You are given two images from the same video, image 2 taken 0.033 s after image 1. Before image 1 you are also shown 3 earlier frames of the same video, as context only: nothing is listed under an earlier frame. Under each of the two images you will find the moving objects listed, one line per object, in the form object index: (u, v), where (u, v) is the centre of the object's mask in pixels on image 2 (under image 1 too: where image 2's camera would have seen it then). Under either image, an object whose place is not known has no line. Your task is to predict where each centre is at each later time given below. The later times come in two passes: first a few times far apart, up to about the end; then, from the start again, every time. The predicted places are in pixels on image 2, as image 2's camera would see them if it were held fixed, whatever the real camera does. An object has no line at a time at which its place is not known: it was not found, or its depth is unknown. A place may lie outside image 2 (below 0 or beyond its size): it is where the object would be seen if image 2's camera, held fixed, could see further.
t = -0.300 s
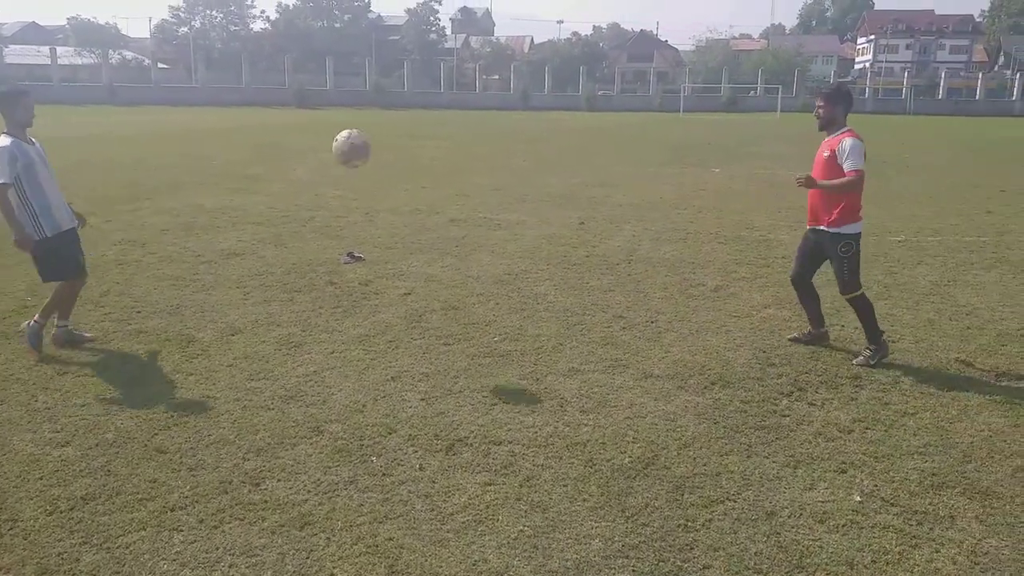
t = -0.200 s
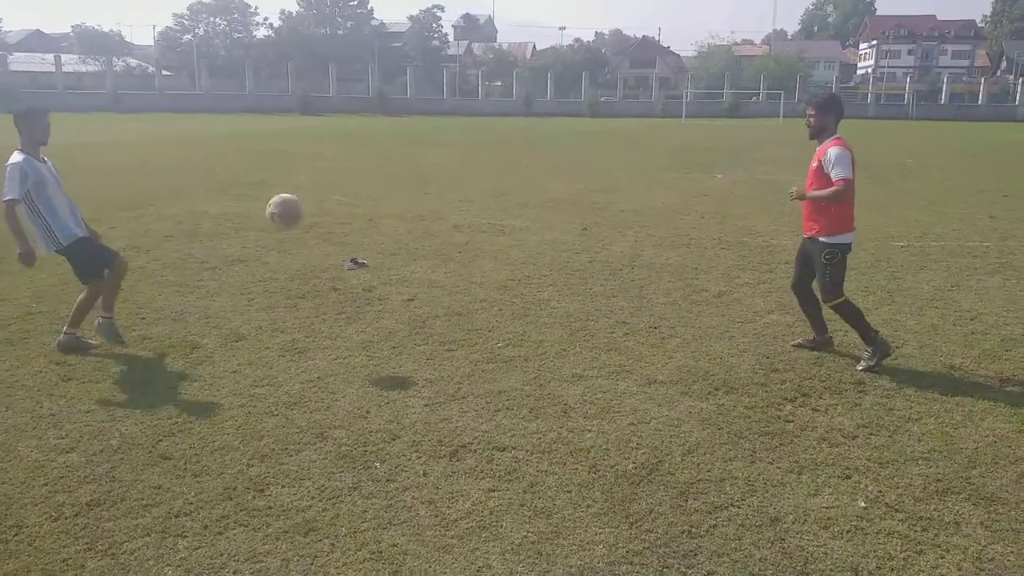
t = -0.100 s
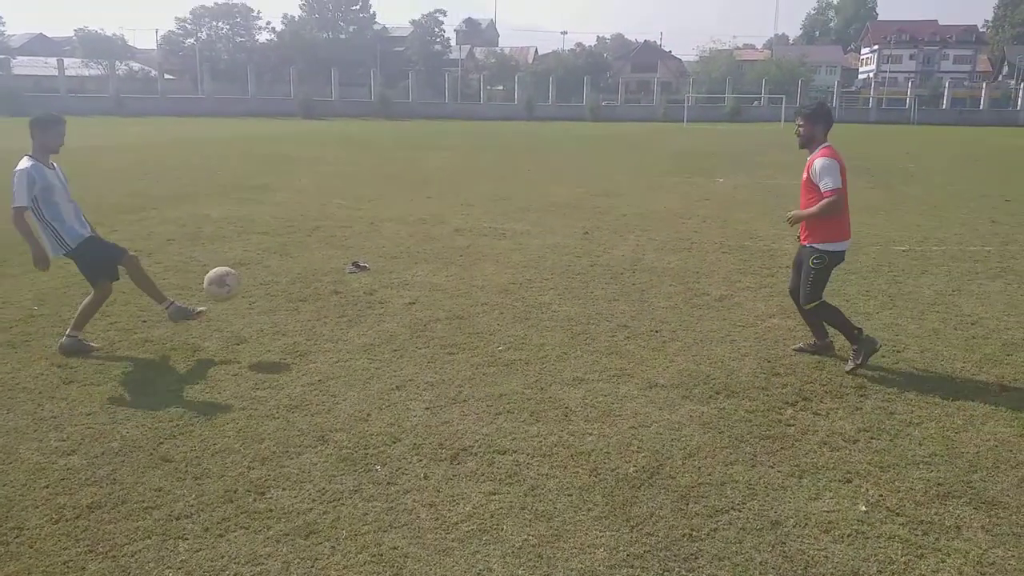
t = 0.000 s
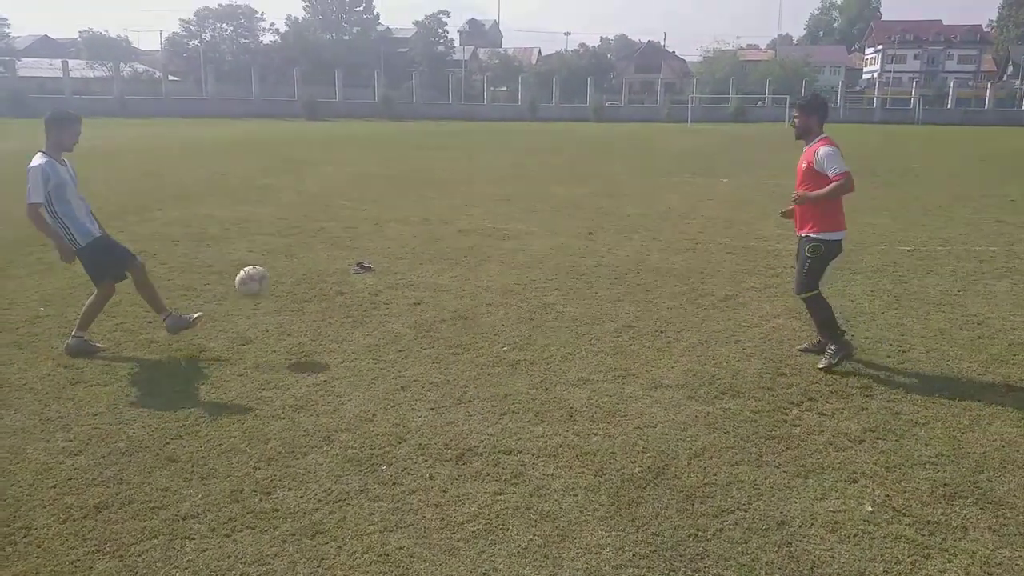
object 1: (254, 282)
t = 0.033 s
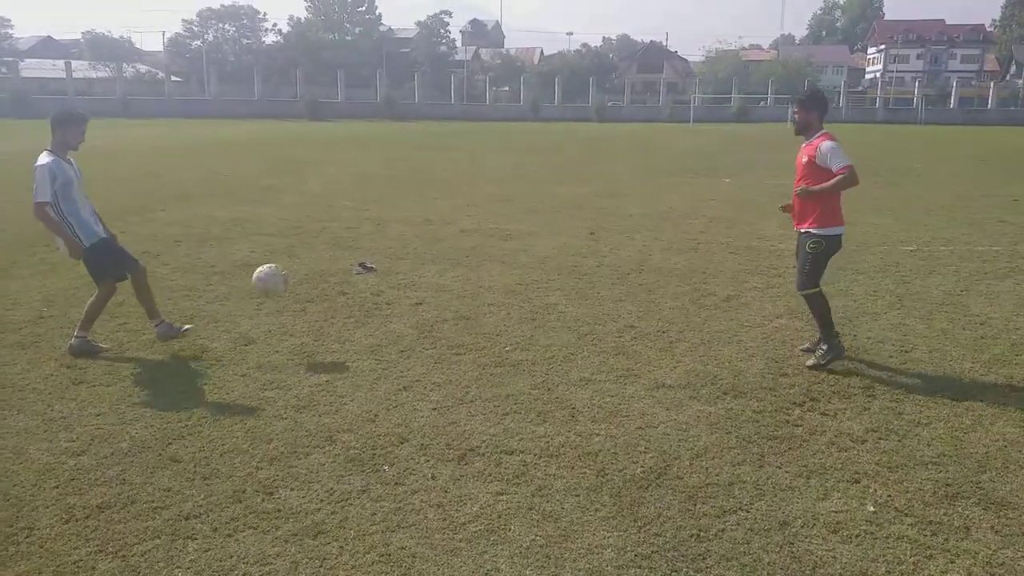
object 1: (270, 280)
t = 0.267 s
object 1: (371, 307)
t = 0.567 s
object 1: (404, 301)
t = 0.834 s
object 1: (400, 331)
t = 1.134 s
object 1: (399, 339)
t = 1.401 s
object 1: (396, 340)
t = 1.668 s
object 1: (391, 340)
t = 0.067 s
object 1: (284, 280)
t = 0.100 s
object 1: (297, 278)
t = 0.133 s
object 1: (314, 282)
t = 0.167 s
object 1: (327, 284)
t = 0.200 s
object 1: (342, 291)
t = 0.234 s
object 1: (357, 297)
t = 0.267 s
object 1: (371, 307)
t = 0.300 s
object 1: (387, 317)
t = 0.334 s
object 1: (401, 329)
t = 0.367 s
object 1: (408, 332)
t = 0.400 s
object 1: (408, 323)
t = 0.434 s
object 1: (407, 316)
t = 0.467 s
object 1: (406, 309)
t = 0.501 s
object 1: (405, 305)
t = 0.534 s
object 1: (405, 303)
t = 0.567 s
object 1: (404, 301)
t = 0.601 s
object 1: (403, 302)
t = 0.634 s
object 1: (402, 303)
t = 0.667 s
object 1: (402, 306)
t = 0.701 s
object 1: (402, 312)
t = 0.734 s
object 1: (401, 318)
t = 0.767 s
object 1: (401, 327)
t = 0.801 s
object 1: (400, 334)
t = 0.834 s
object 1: (400, 331)
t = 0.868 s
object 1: (399, 325)
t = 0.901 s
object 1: (399, 321)
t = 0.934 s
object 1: (399, 319)
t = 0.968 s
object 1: (399, 319)
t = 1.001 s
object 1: (400, 319)
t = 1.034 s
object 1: (399, 321)
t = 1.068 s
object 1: (399, 326)
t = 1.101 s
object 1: (399, 331)
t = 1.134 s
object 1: (399, 339)
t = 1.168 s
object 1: (399, 336)
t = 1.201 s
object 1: (399, 332)
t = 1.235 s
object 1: (398, 330)
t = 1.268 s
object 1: (398, 329)
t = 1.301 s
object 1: (398, 330)
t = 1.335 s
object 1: (397, 332)
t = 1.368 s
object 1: (396, 337)
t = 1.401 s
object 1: (396, 340)
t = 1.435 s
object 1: (395, 338)
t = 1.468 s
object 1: (394, 337)
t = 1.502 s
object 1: (393, 336)
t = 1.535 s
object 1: (393, 338)
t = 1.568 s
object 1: (392, 340)
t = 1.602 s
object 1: (391, 339)
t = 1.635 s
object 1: (391, 339)
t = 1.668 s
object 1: (391, 340)
